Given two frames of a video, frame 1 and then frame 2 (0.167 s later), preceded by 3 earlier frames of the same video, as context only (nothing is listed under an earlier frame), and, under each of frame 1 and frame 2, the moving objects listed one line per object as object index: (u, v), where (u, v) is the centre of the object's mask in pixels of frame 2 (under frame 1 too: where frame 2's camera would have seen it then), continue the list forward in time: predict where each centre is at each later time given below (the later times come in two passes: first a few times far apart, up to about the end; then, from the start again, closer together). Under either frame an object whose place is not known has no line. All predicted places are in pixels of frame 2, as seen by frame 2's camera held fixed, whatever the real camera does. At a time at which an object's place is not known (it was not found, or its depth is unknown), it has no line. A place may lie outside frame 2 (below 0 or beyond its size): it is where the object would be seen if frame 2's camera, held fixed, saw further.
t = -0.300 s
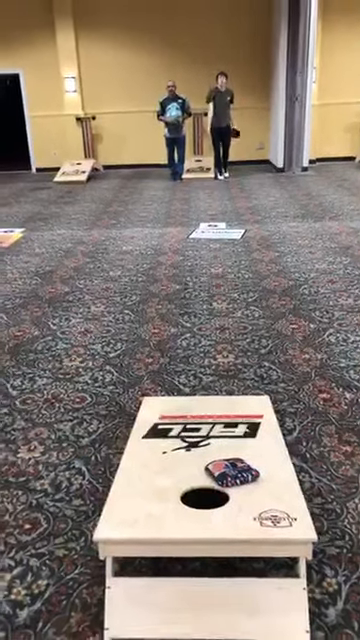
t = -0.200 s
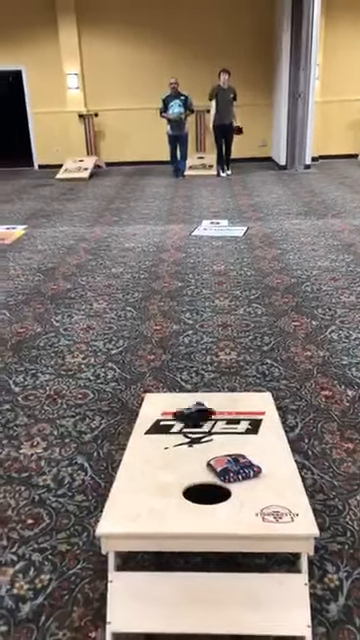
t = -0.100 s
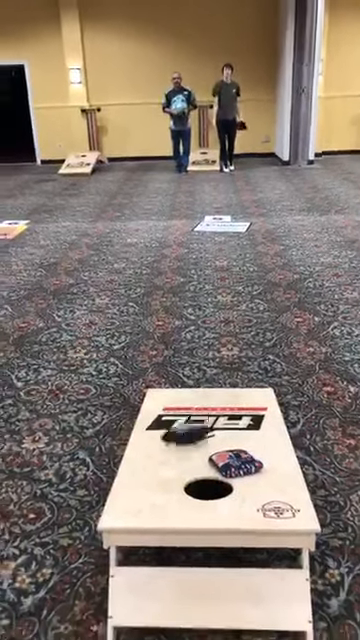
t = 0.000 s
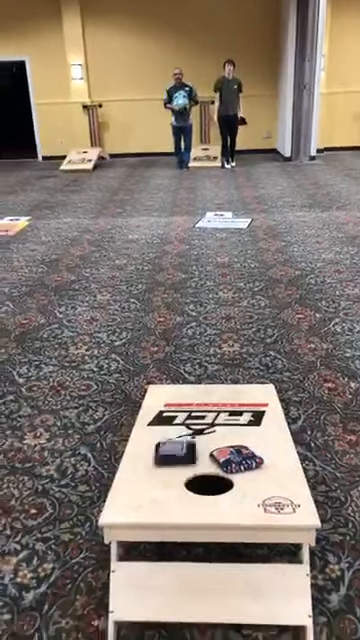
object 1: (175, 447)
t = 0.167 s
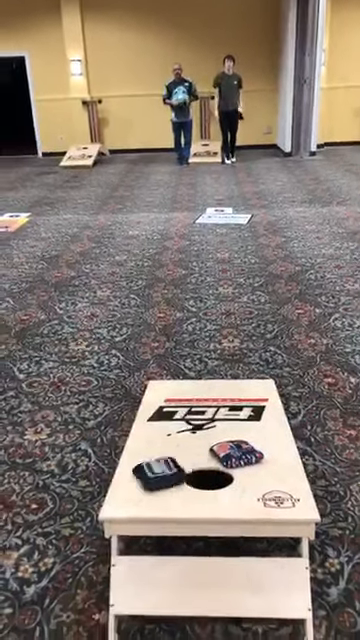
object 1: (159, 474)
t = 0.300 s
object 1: (155, 480)
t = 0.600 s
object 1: (155, 480)
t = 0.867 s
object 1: (155, 480)
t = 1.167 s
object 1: (155, 480)
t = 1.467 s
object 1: (155, 480)
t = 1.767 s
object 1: (155, 480)
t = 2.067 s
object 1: (156, 480)
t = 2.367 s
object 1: (155, 480)
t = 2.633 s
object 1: (155, 480)
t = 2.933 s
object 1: (147, 490)
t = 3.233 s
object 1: (147, 491)
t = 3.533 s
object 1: (147, 491)
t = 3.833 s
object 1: (147, 491)
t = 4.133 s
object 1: (147, 491)
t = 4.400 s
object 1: (147, 491)
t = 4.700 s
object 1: (147, 491)
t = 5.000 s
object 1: (147, 491)
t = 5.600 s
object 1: (147, 491)
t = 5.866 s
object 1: (147, 491)
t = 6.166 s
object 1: (147, 491)
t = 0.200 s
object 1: (158, 477)
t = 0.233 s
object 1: (157, 479)
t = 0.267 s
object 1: (156, 480)
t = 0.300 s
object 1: (155, 480)
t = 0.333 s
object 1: (155, 480)
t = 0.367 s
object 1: (155, 480)
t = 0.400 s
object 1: (155, 480)
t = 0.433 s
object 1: (155, 480)
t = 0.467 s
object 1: (155, 481)
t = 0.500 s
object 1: (155, 481)
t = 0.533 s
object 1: (155, 481)
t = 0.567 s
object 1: (155, 480)
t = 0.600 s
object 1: (155, 480)
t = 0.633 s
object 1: (155, 480)
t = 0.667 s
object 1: (155, 480)
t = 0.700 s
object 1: (155, 480)
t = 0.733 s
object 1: (155, 480)
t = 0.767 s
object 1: (155, 480)
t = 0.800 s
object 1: (155, 480)
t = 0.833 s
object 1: (155, 480)
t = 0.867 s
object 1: (155, 480)
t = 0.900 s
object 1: (155, 480)
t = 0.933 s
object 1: (155, 480)
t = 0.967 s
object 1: (155, 480)
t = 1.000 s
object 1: (155, 480)
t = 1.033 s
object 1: (155, 481)
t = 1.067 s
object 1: (155, 480)
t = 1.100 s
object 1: (155, 480)
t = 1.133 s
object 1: (155, 480)
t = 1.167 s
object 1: (155, 480)
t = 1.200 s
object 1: (155, 480)
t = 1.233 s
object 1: (155, 480)
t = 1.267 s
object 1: (155, 480)
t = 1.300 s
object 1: (155, 480)
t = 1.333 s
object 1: (155, 480)
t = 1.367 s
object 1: (155, 480)
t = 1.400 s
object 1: (155, 480)
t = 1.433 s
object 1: (155, 480)
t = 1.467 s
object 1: (155, 480)
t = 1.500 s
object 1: (155, 480)
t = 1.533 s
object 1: (155, 480)
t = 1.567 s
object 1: (155, 480)
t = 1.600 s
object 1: (155, 480)
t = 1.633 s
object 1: (155, 480)
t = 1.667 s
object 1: (155, 480)
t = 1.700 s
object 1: (155, 480)
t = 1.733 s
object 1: (155, 480)
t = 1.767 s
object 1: (155, 480)
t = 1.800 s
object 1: (155, 480)
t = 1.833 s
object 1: (155, 480)
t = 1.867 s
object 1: (155, 480)
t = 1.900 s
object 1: (156, 480)
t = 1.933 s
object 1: (156, 480)
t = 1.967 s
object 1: (156, 480)
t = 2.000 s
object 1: (156, 480)
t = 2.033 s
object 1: (156, 480)
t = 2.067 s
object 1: (156, 480)
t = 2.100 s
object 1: (156, 480)
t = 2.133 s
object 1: (155, 480)
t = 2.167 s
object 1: (155, 480)
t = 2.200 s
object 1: (156, 480)
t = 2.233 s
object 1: (155, 480)
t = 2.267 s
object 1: (155, 480)
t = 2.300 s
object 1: (155, 480)
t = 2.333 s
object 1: (155, 480)
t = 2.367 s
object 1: (155, 480)
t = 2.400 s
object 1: (155, 480)
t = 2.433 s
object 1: (155, 480)
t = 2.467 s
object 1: (155, 480)
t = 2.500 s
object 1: (155, 480)
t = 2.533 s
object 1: (155, 480)
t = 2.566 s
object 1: (155, 480)
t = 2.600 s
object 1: (155, 480)
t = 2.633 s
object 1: (155, 480)
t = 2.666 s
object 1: (155, 480)
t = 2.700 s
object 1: (155, 480)
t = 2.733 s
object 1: (156, 480)
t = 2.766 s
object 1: (156, 480)
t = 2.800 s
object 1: (156, 479)
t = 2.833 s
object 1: (156, 480)
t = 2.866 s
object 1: (153, 483)
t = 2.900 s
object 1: (151, 487)
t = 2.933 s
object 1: (147, 490)
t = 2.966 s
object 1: (148, 491)
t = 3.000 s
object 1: (148, 492)
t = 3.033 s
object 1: (146, 491)
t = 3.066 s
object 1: (147, 491)
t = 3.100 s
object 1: (147, 491)
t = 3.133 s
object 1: (147, 491)
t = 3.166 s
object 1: (147, 491)
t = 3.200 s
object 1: (147, 491)
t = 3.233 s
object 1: (147, 491)
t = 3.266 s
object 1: (147, 491)
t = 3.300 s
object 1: (147, 491)
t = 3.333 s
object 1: (147, 491)
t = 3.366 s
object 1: (147, 491)
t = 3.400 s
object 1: (147, 491)
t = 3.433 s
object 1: (147, 491)
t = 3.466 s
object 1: (147, 491)
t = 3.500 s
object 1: (147, 491)
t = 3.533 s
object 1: (147, 491)
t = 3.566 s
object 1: (147, 491)
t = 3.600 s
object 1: (147, 491)
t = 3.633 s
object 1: (147, 491)
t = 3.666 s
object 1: (147, 491)
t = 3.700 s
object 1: (147, 491)
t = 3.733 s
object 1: (147, 491)
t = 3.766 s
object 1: (147, 491)
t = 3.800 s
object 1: (147, 491)
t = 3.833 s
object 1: (147, 491)
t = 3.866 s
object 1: (147, 491)
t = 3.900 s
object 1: (147, 491)
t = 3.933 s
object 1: (147, 491)
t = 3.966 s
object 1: (147, 491)
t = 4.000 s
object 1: (147, 491)
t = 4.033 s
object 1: (147, 491)
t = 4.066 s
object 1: (147, 491)
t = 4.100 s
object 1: (147, 491)
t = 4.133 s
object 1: (147, 491)
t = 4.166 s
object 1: (147, 491)
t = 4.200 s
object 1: (147, 491)
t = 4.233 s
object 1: (147, 491)
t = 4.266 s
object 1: (147, 491)
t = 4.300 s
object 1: (147, 491)
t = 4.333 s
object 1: (147, 491)
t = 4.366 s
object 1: (147, 491)
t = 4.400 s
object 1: (147, 491)
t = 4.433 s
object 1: (147, 491)
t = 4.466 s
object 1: (147, 491)
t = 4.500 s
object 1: (147, 491)
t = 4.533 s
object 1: (147, 491)
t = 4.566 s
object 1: (147, 491)
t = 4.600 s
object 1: (147, 491)
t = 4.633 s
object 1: (147, 491)
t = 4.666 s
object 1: (147, 491)
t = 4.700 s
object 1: (147, 491)
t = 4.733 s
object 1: (147, 491)
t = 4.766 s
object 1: (147, 491)
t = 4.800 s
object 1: (147, 491)
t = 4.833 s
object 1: (147, 491)
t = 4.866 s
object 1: (147, 491)
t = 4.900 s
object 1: (147, 491)
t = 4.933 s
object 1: (147, 491)
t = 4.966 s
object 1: (147, 491)
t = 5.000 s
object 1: (147, 491)
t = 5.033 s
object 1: (147, 491)
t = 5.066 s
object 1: (147, 491)
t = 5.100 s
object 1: (147, 491)
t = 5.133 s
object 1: (147, 491)
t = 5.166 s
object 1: (147, 491)
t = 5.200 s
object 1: (147, 491)
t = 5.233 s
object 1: (147, 491)
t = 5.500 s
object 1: (147, 491)
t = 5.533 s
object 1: (147, 491)
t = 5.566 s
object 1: (147, 491)
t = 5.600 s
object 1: (147, 491)
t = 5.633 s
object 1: (147, 491)
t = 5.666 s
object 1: (147, 491)
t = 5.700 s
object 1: (147, 491)
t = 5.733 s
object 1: (147, 491)
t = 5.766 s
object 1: (147, 491)
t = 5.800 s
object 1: (147, 491)
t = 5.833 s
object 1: (147, 491)
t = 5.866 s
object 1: (147, 491)
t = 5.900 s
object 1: (147, 491)
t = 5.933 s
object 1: (147, 491)
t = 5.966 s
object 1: (147, 491)
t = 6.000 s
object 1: (147, 491)
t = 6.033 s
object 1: (147, 491)
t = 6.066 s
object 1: (147, 491)
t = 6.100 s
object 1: (147, 491)
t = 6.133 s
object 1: (147, 491)
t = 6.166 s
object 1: (147, 491)
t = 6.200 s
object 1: (147, 491)
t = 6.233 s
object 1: (147, 491)
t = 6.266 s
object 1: (147, 491)
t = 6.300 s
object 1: (147, 491)
